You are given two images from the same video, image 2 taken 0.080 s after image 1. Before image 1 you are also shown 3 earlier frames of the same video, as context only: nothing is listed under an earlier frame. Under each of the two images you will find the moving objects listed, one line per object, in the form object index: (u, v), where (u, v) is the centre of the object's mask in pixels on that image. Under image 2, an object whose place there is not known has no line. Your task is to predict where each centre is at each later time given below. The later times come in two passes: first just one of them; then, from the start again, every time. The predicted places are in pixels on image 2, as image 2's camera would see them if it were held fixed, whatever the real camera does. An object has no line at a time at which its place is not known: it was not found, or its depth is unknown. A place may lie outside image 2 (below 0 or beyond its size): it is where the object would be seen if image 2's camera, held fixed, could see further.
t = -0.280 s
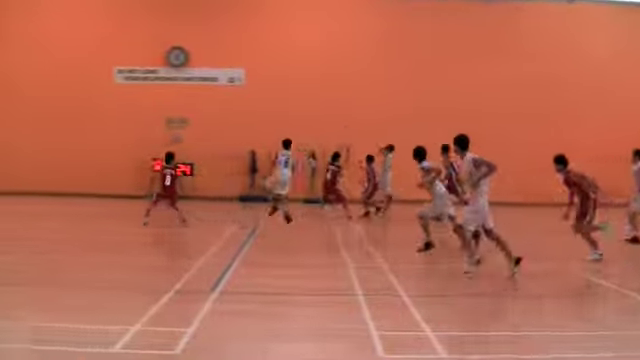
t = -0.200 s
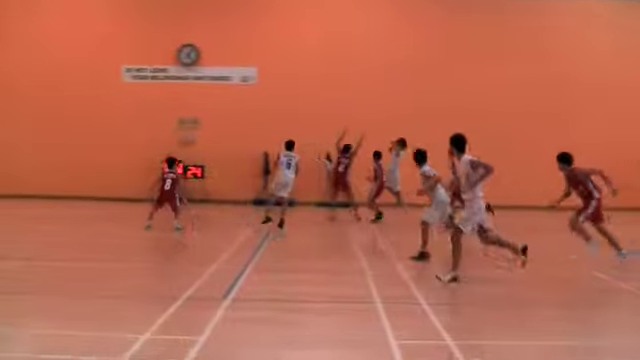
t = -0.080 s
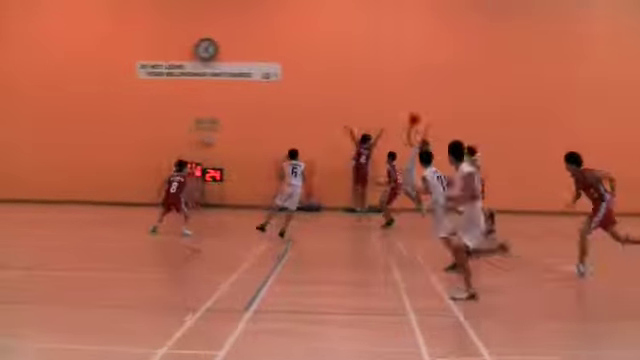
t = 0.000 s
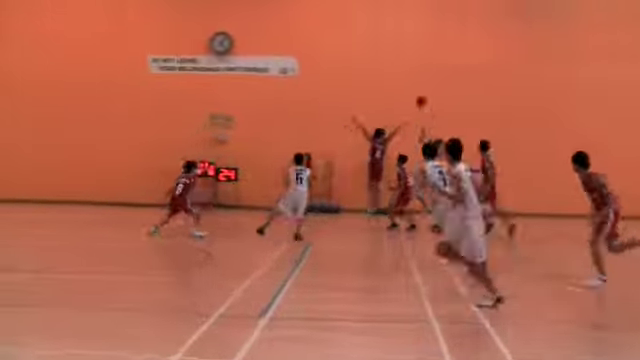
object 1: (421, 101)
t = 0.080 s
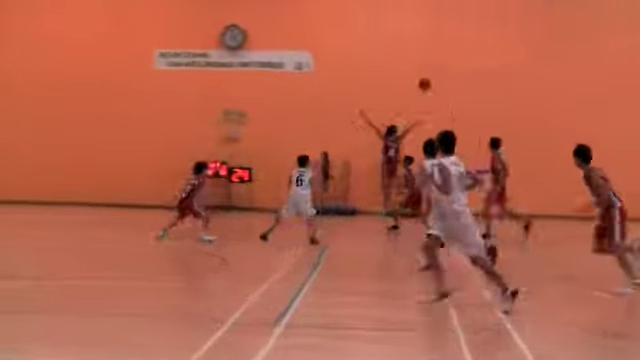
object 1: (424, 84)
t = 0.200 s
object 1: (409, 66)
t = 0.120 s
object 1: (421, 77)
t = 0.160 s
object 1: (412, 71)
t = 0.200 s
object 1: (409, 66)
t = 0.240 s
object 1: (405, 62)
